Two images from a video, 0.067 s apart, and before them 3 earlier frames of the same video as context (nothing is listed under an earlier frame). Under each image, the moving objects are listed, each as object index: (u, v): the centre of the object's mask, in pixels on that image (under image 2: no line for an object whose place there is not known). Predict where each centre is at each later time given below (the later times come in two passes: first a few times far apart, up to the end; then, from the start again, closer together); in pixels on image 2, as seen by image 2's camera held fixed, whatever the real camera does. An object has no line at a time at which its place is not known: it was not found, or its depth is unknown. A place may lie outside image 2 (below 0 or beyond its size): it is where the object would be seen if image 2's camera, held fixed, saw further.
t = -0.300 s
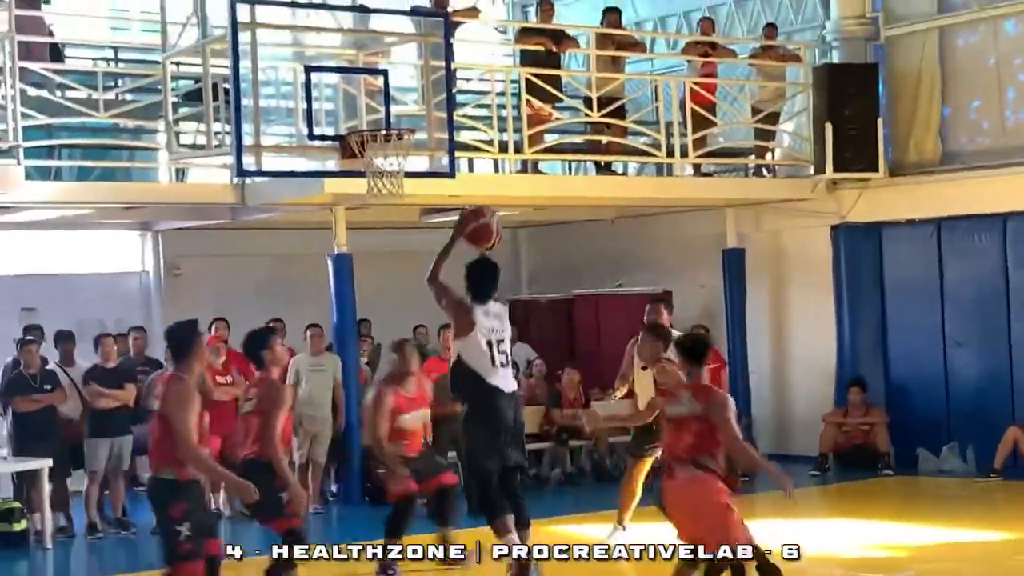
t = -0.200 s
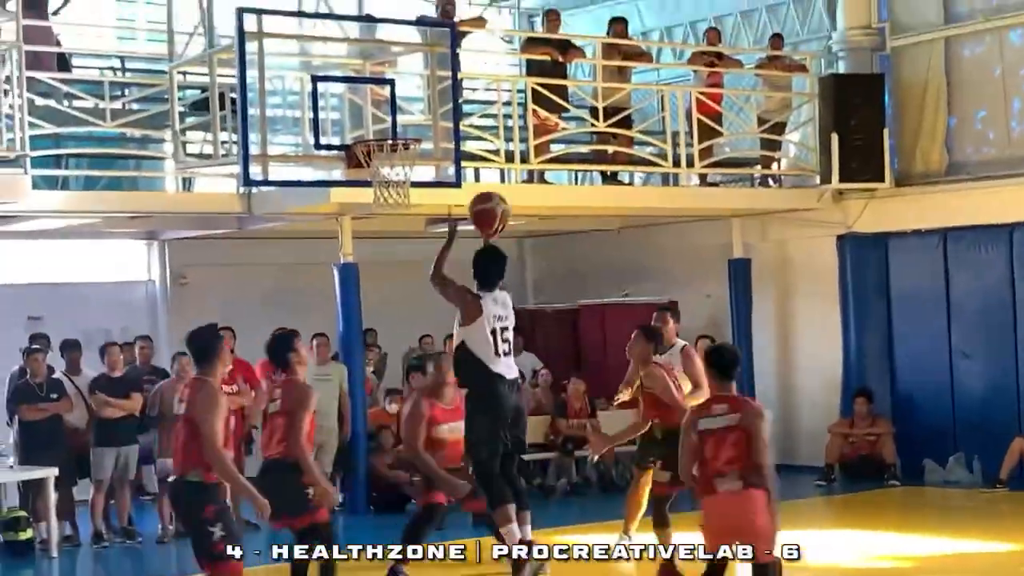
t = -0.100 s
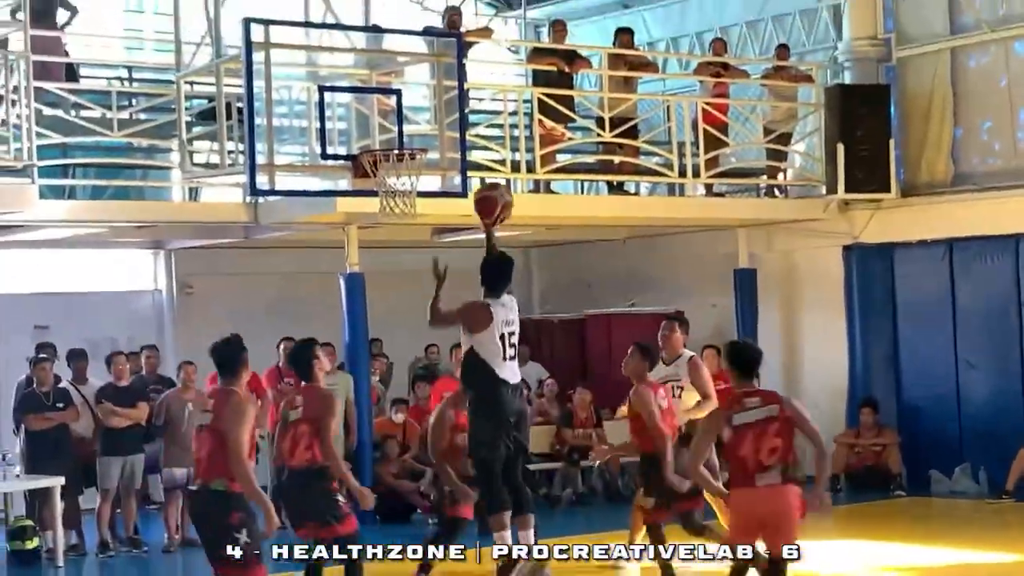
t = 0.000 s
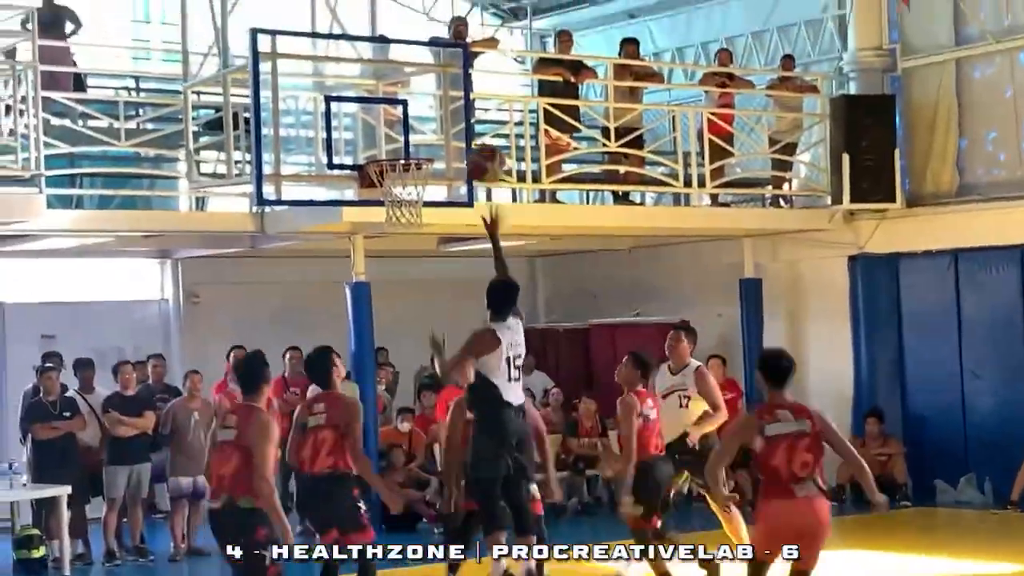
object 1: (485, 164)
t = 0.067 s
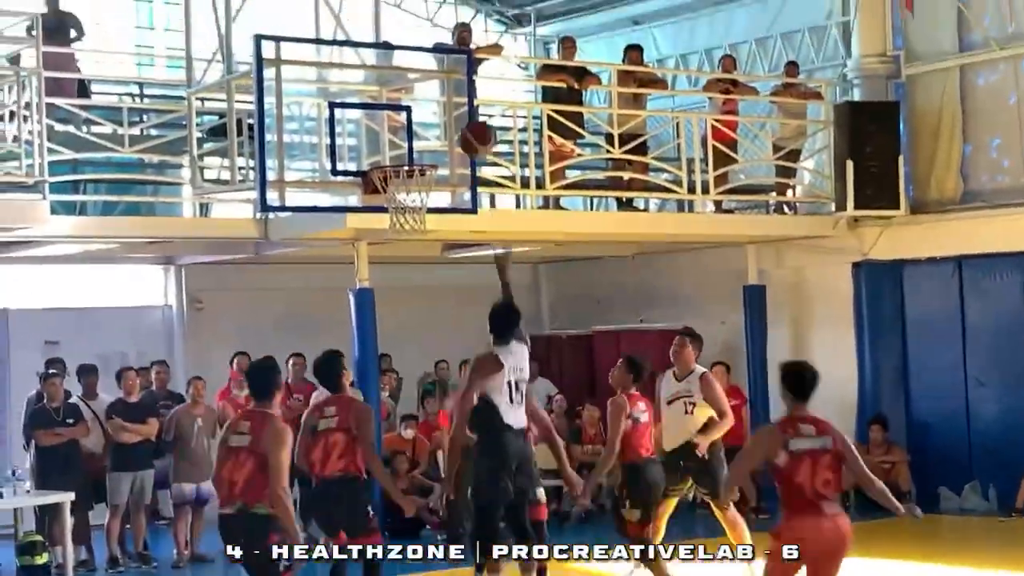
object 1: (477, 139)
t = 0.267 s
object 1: (446, 93)
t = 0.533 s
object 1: (411, 123)
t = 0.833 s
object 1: (393, 207)
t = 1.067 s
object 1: (398, 286)
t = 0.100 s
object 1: (471, 126)
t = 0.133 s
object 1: (466, 114)
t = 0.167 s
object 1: (460, 107)
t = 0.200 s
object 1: (455, 99)
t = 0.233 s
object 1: (450, 95)
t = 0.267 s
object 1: (446, 93)
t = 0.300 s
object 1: (441, 90)
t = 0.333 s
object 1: (435, 90)
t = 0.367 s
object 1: (431, 91)
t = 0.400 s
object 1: (427, 94)
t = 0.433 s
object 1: (423, 99)
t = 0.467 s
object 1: (419, 106)
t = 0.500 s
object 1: (415, 113)
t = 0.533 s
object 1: (411, 123)
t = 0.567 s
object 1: (407, 134)
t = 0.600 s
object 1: (404, 148)
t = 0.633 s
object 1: (400, 155)
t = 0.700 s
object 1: (395, 188)
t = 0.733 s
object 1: (397, 196)
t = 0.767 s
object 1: (397, 197)
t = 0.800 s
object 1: (394, 202)
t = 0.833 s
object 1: (393, 207)
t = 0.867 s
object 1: (393, 212)
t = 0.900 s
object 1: (395, 222)
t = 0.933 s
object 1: (394, 231)
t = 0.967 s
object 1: (395, 241)
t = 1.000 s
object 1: (397, 257)
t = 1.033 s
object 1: (398, 271)
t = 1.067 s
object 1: (398, 286)
